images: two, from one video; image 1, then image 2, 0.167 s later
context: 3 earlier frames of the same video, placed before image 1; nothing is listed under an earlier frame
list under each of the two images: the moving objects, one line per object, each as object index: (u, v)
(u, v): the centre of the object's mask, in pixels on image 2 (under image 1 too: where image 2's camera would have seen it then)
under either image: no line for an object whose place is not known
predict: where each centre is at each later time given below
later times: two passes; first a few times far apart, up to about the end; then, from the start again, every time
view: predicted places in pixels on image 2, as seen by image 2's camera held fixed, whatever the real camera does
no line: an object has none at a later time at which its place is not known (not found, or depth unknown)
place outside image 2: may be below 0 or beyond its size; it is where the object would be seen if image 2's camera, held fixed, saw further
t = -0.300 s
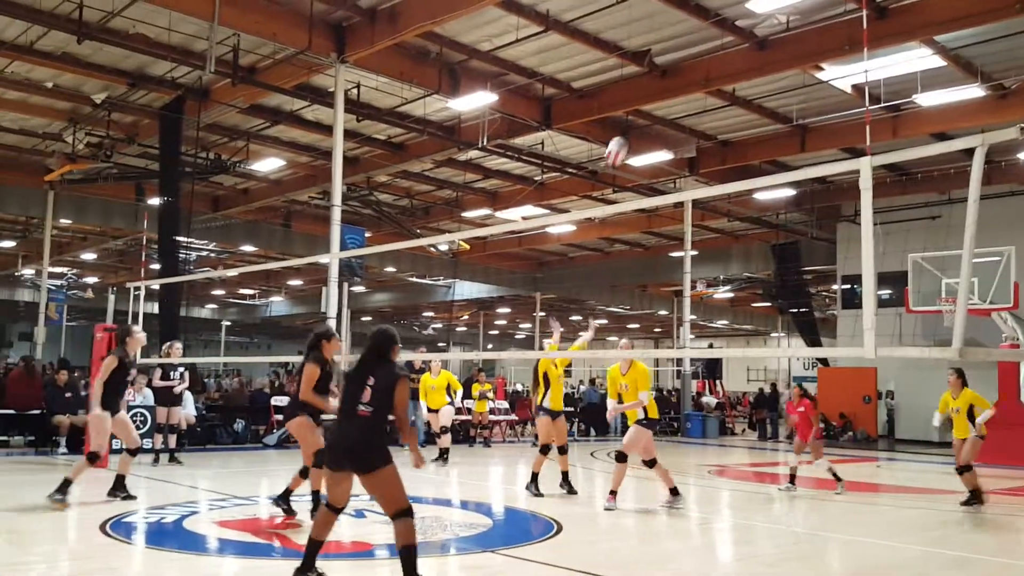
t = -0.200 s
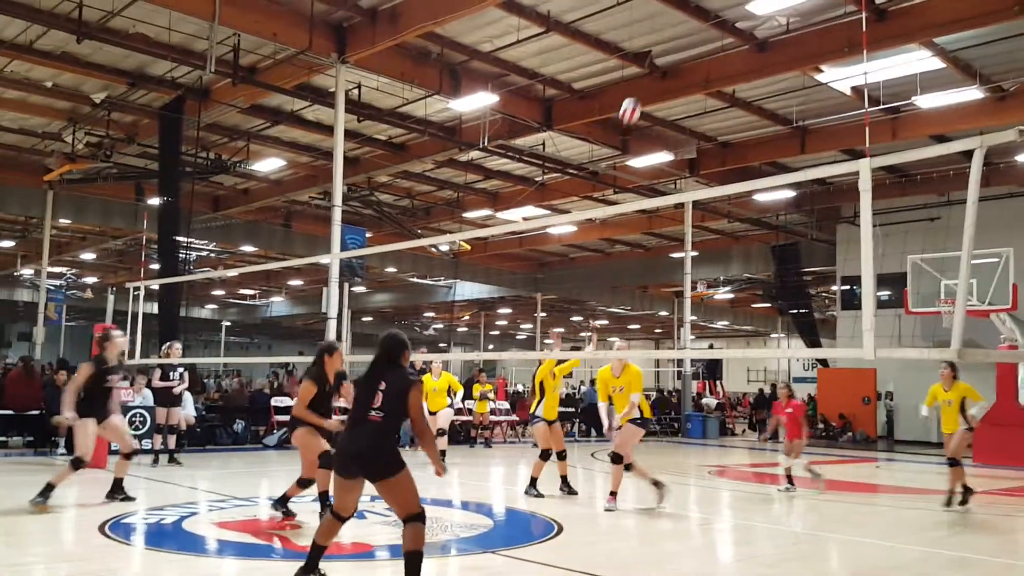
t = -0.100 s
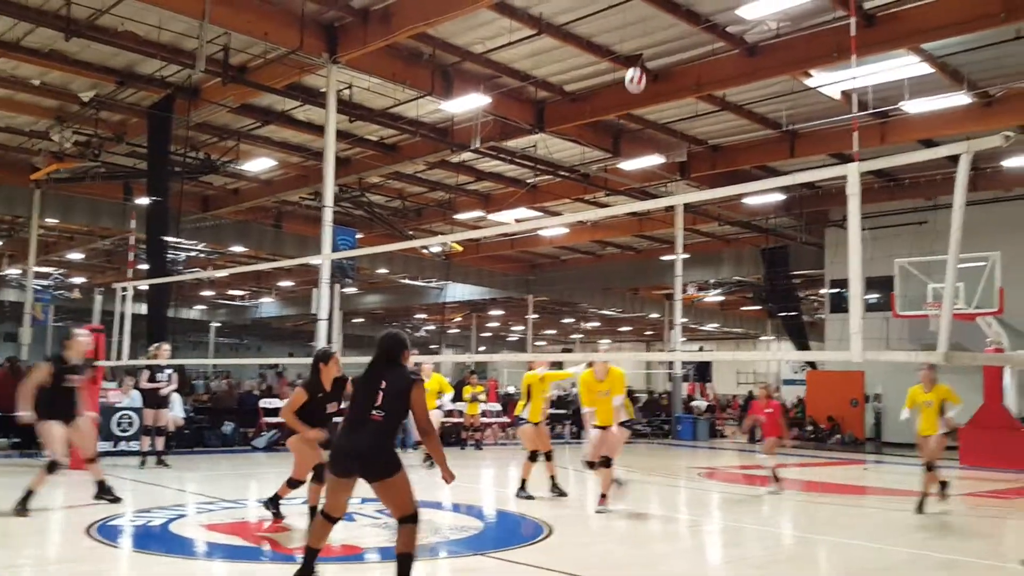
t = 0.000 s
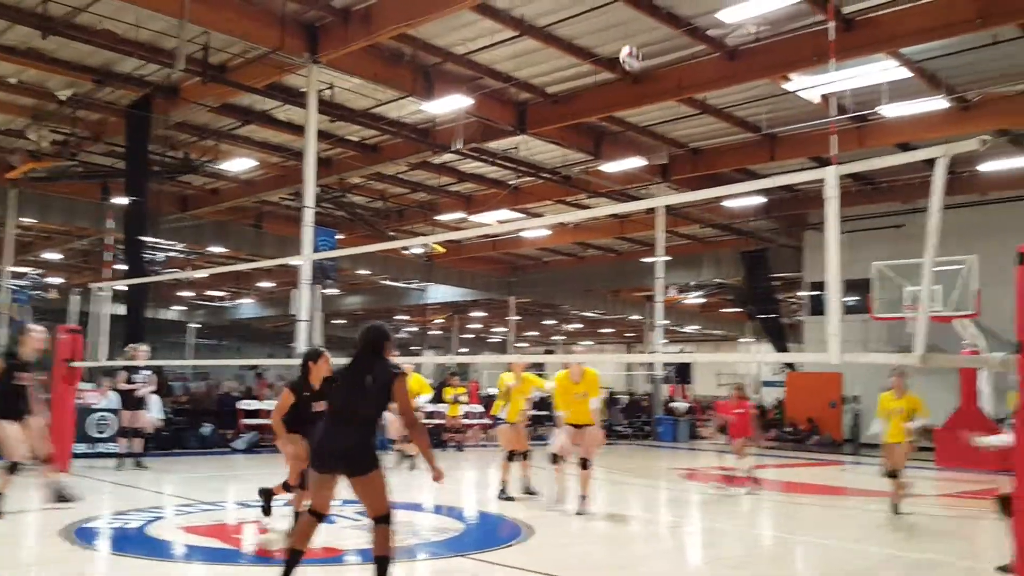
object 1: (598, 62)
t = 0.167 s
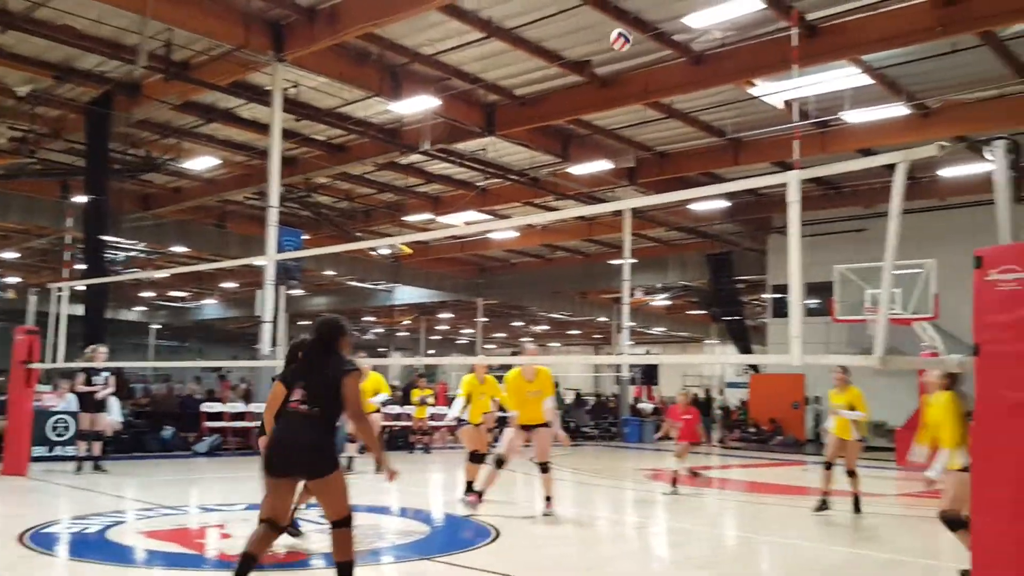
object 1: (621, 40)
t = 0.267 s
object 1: (636, 38)
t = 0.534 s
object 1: (676, 86)
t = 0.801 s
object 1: (721, 228)
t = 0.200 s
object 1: (626, 38)
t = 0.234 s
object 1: (631, 38)
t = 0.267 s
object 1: (636, 38)
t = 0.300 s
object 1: (640, 40)
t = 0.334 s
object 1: (646, 44)
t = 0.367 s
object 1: (650, 48)
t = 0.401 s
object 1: (656, 53)
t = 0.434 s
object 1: (662, 61)
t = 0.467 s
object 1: (667, 68)
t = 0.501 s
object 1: (672, 78)
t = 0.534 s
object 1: (676, 86)
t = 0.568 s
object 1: (681, 100)
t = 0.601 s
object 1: (686, 115)
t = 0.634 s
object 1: (692, 130)
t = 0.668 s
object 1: (698, 147)
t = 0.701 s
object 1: (704, 163)
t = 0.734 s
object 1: (707, 175)
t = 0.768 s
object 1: (717, 208)
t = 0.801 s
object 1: (721, 228)
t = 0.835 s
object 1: (728, 252)
